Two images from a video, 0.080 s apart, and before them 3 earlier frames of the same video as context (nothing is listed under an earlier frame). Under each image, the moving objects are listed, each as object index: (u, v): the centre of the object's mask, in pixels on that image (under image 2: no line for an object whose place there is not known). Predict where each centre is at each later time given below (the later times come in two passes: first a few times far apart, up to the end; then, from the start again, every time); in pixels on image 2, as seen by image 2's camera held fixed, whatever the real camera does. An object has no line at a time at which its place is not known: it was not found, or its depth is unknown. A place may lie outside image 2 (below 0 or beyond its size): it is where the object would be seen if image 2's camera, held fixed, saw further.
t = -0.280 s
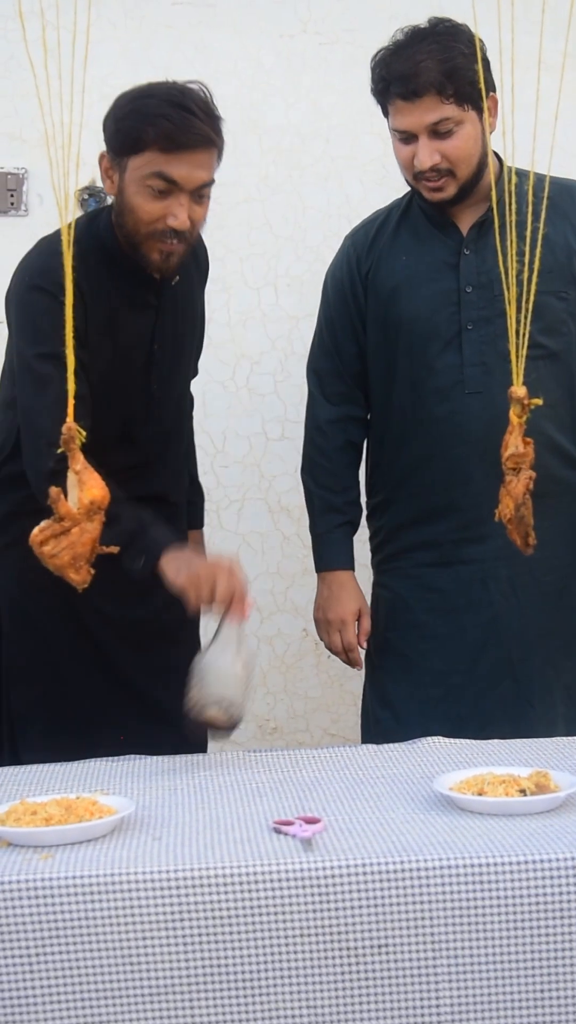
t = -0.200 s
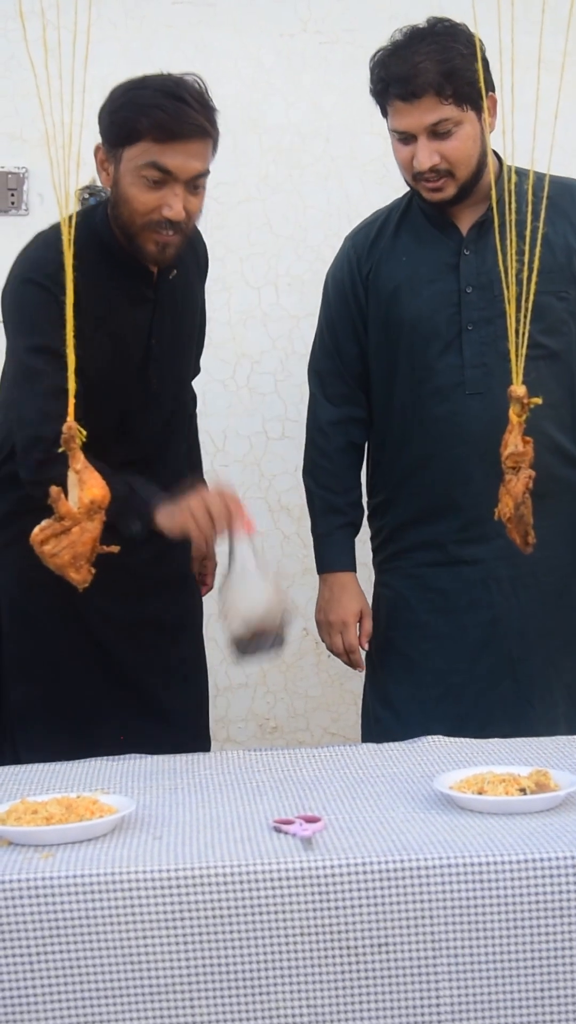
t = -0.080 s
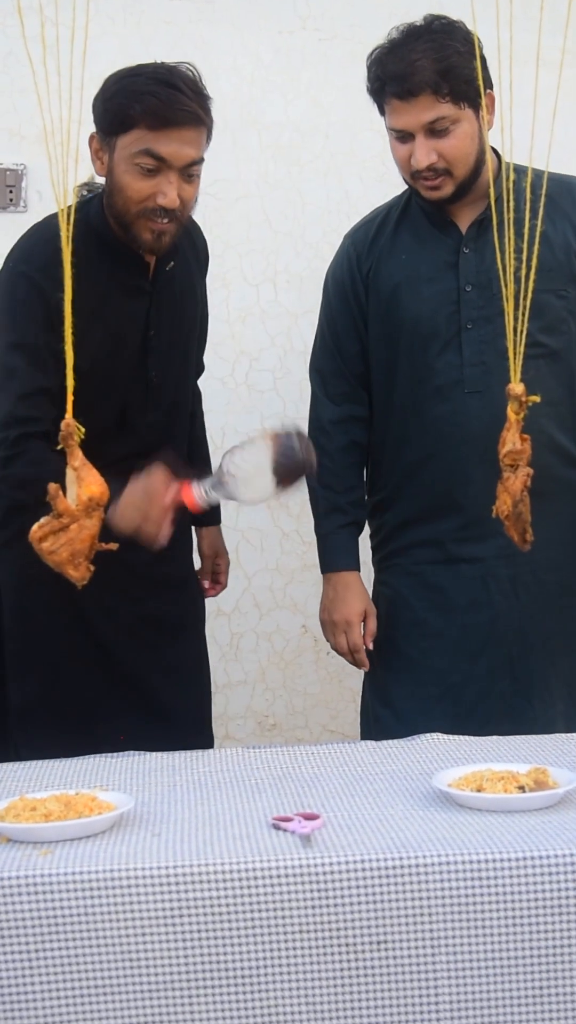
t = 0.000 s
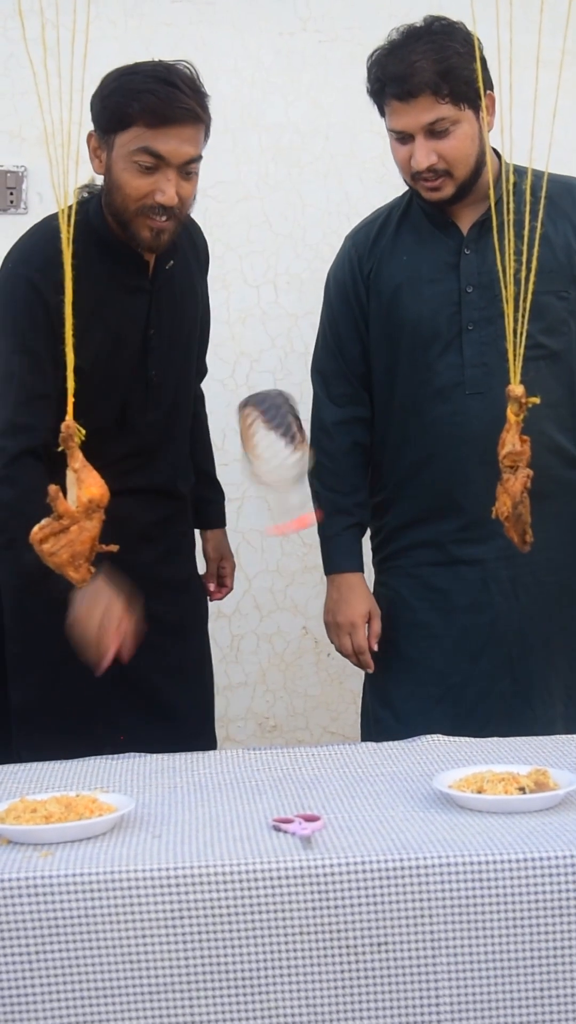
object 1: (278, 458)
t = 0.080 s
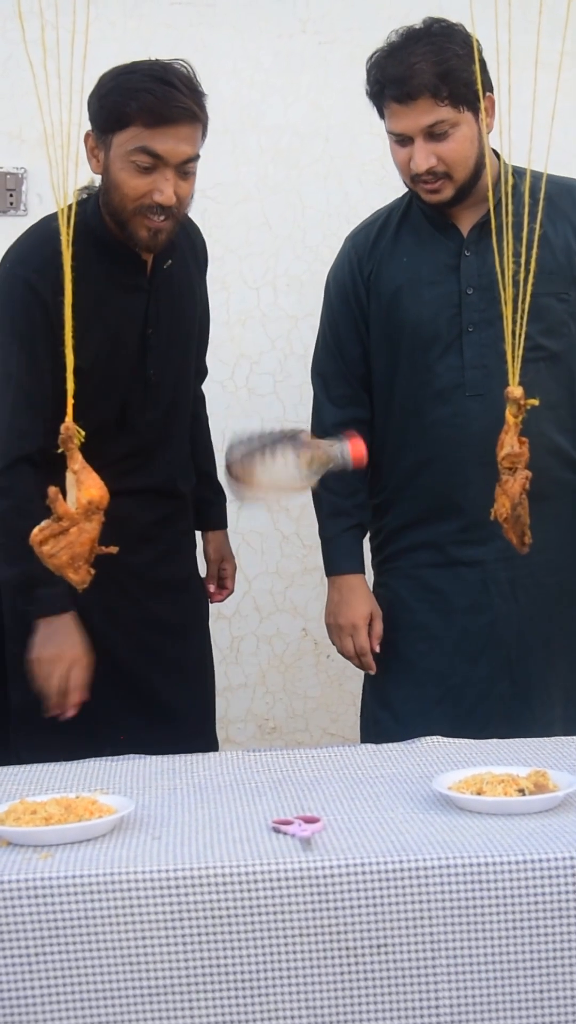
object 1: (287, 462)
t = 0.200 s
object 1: (263, 615)
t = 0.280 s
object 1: (222, 731)
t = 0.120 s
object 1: (283, 486)
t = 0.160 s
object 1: (272, 538)
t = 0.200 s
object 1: (263, 615)
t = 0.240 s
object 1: (256, 710)
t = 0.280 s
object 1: (222, 731)
